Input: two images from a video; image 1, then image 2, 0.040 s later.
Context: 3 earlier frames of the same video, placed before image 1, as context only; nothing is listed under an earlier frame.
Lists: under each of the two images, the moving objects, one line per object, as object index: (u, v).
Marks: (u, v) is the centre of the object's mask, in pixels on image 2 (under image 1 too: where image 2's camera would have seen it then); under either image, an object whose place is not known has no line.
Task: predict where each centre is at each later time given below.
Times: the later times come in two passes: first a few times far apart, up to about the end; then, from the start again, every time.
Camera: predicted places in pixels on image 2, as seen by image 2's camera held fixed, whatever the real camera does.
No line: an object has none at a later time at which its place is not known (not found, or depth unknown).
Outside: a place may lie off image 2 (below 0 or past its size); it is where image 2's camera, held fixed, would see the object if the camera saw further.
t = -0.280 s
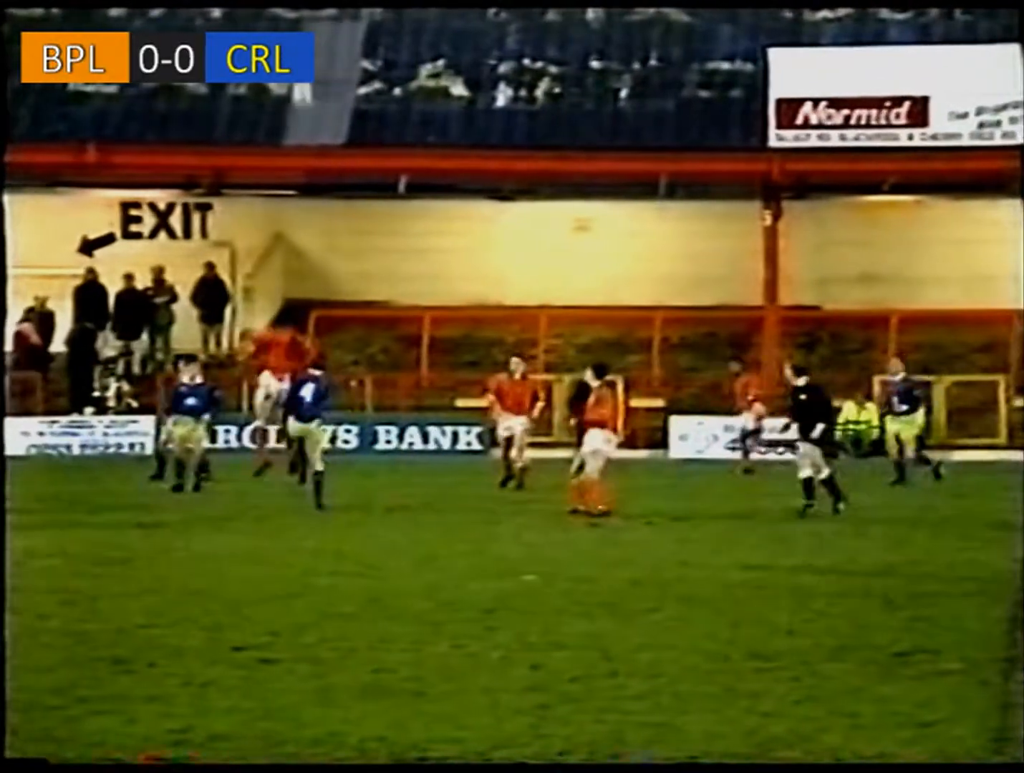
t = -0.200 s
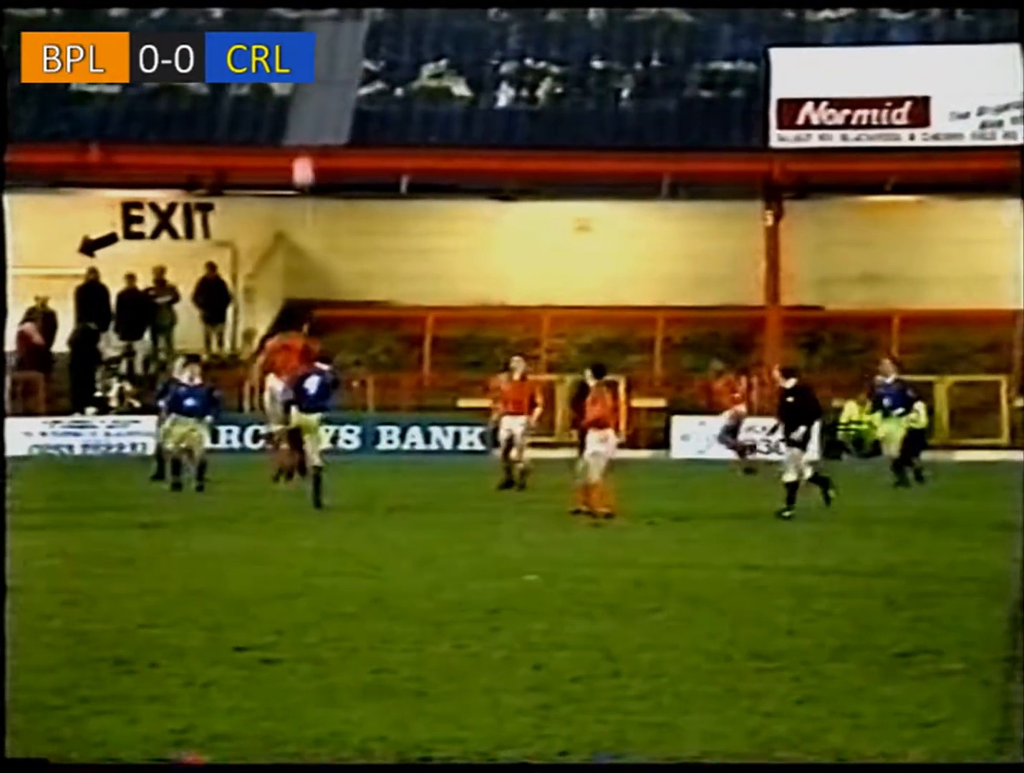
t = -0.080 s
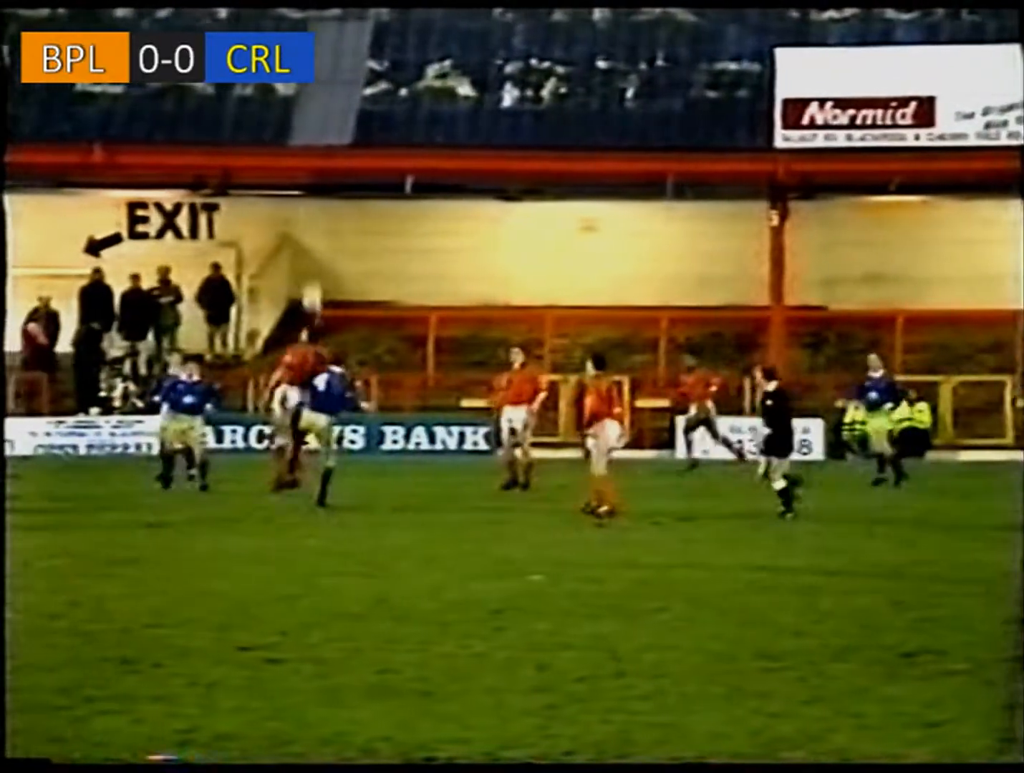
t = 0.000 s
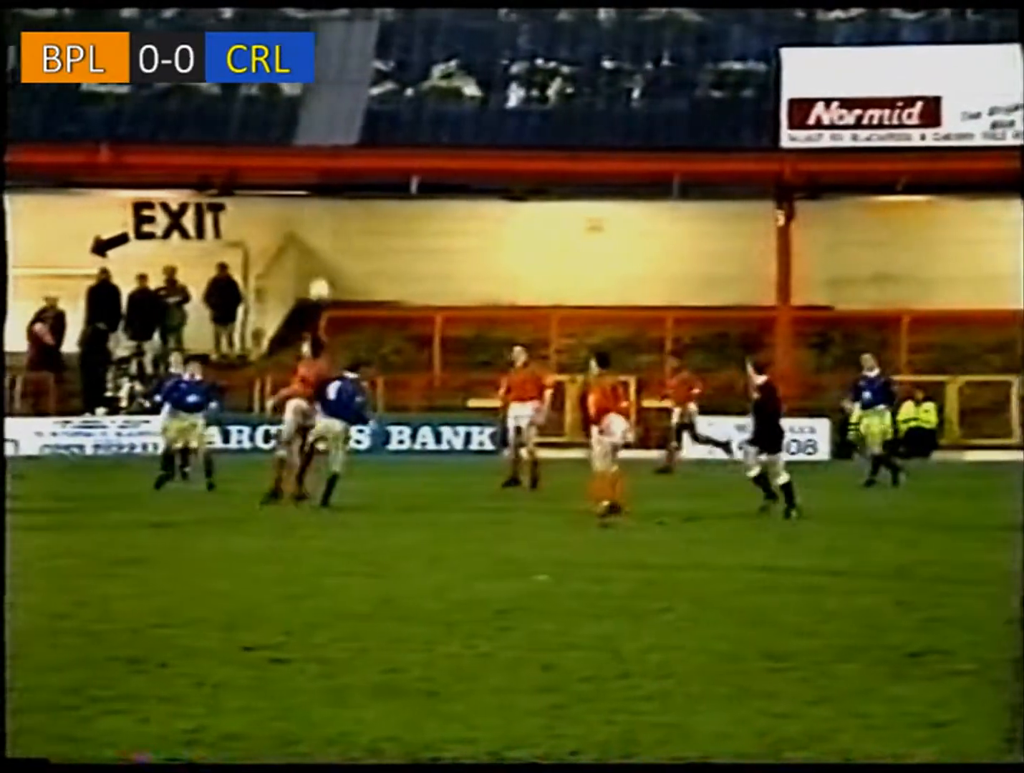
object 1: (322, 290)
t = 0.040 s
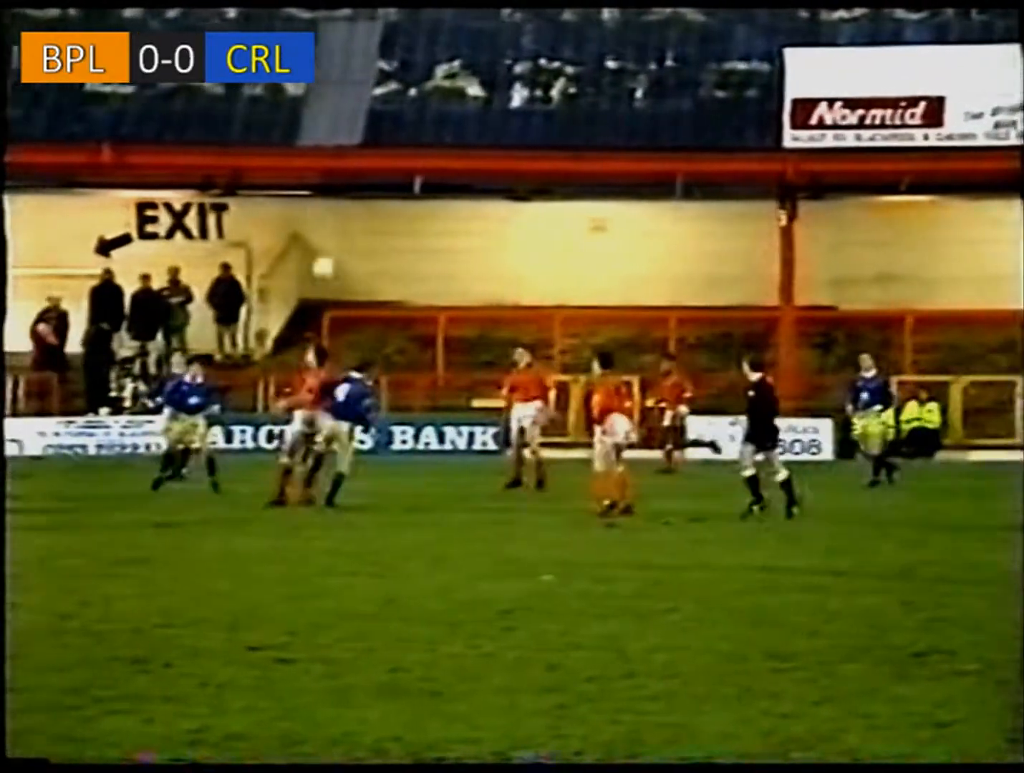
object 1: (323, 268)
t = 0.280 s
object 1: (318, 166)
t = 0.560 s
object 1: (319, 108)
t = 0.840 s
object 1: (317, 117)
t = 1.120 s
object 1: (316, 188)
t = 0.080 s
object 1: (321, 247)
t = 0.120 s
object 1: (322, 227)
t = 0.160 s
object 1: (319, 210)
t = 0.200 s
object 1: (318, 194)
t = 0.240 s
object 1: (319, 180)
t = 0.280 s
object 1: (318, 166)
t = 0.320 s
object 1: (319, 153)
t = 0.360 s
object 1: (318, 142)
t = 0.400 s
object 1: (318, 133)
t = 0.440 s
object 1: (319, 124)
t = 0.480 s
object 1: (319, 117)
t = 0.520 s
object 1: (318, 112)
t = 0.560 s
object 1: (319, 108)
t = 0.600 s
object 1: (318, 105)
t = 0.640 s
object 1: (318, 104)
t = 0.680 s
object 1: (318, 104)
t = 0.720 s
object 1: (318, 105)
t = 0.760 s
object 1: (317, 108)
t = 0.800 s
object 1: (317, 112)
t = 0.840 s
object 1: (317, 117)
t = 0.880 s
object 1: (318, 124)
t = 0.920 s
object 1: (317, 132)
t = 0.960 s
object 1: (317, 140)
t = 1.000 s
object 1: (317, 151)
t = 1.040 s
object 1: (316, 162)
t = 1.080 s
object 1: (317, 175)
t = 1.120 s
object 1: (316, 188)
